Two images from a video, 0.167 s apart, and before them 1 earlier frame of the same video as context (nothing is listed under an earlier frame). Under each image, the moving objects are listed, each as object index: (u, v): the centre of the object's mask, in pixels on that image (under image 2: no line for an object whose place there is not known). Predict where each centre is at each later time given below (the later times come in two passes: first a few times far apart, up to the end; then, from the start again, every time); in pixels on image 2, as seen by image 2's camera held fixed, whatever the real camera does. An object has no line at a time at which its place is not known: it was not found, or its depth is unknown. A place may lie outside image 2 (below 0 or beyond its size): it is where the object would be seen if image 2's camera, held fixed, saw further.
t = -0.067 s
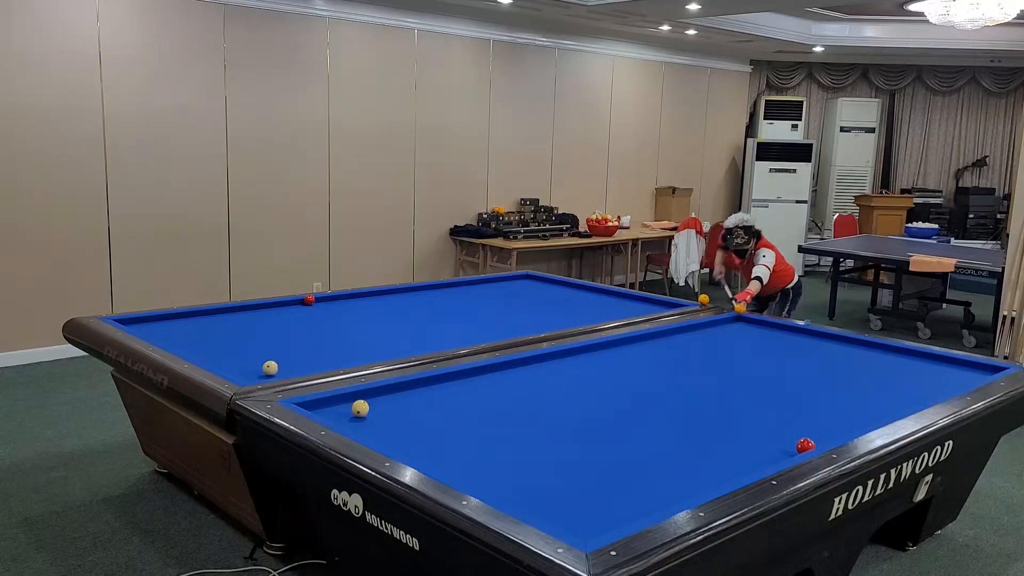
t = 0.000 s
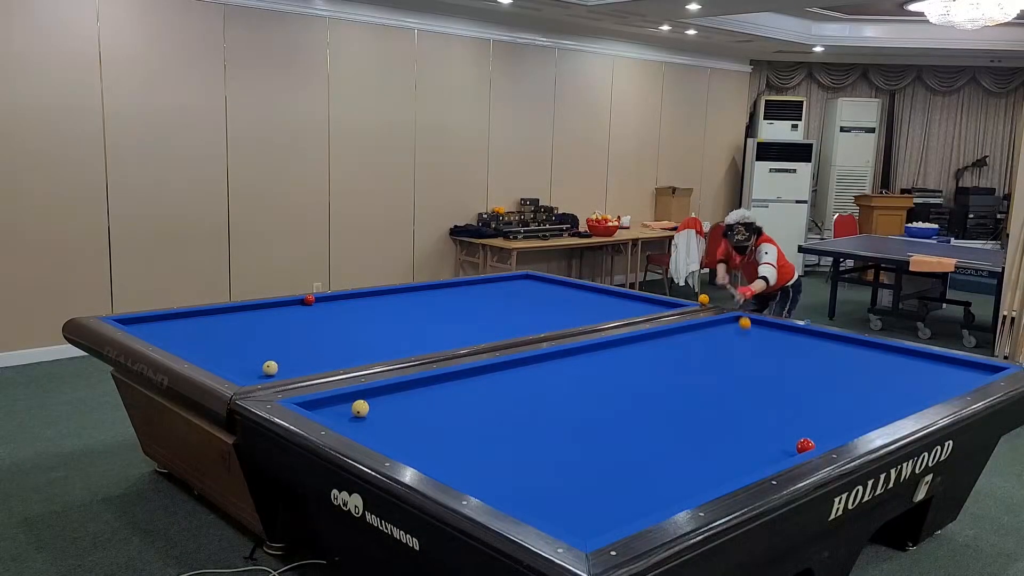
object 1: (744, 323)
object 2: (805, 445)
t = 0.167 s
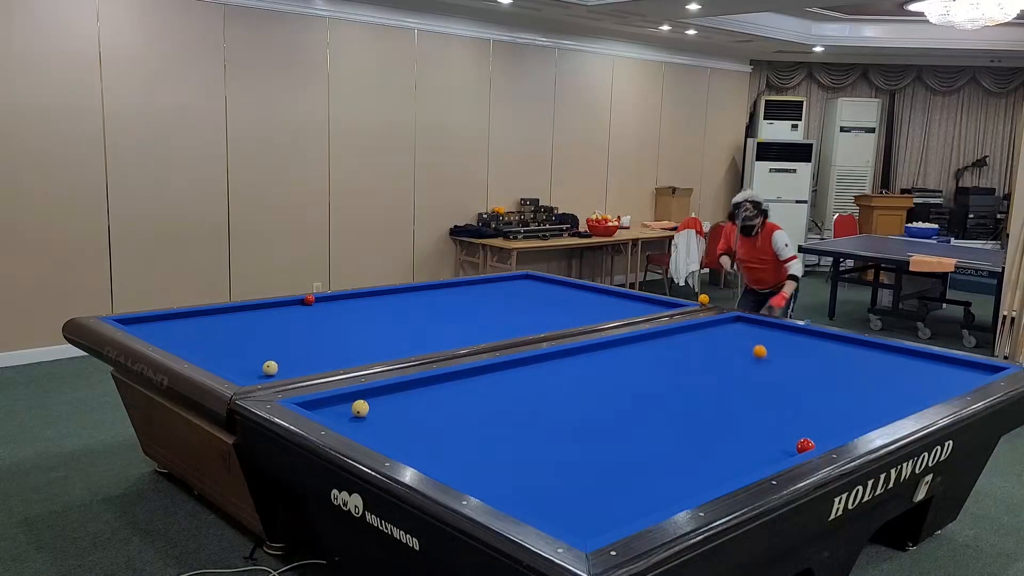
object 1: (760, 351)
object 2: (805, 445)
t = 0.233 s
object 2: (805, 445)
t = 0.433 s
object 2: (804, 445)
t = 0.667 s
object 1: (798, 439)
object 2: (732, 455)
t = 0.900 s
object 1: (760, 436)
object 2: (596, 468)
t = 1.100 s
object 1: (731, 436)
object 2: (487, 478)
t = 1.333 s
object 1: (698, 436)
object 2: (489, 454)
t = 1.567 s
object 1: (666, 436)
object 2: (507, 429)
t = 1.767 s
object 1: (639, 437)
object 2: (515, 412)
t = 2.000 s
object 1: (608, 437)
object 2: (524, 394)
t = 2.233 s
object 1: (577, 437)
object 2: (532, 380)
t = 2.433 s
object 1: (552, 437)
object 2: (537, 368)
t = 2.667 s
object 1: (522, 438)
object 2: (545, 357)
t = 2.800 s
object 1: (505, 438)
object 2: (567, 357)
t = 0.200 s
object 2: (805, 445)
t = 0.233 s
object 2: (805, 445)
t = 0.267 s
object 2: (804, 445)
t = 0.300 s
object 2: (805, 445)
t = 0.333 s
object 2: (804, 445)
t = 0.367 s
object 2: (804, 445)
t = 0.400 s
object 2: (804, 445)
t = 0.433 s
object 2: (804, 445)
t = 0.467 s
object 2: (804, 445)
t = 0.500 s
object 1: (801, 428)
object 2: (804, 445)
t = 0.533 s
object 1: (807, 435)
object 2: (804, 445)
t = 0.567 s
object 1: (814, 441)
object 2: (792, 449)
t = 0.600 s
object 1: (810, 441)
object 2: (773, 451)
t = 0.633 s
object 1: (804, 441)
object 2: (752, 454)
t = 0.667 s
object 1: (798, 439)
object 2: (732, 455)
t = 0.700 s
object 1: (792, 438)
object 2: (712, 457)
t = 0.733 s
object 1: (786, 437)
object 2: (692, 459)
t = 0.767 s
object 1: (780, 437)
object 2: (673, 461)
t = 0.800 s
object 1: (774, 437)
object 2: (654, 463)
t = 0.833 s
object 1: (769, 436)
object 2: (634, 464)
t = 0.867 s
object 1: (764, 436)
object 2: (615, 466)
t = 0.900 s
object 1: (760, 436)
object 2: (596, 468)
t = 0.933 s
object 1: (755, 436)
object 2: (577, 469)
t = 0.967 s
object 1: (750, 436)
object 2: (559, 471)
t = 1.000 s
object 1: (745, 436)
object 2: (541, 473)
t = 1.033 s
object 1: (740, 436)
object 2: (522, 475)
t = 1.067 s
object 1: (736, 436)
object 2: (505, 477)
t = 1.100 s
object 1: (731, 436)
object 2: (487, 478)
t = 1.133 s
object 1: (726, 436)
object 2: (470, 478)
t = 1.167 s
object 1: (721, 436)
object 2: (463, 476)
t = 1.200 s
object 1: (717, 436)
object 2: (469, 473)
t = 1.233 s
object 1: (712, 436)
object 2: (475, 467)
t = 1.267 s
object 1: (707, 436)
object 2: (480, 462)
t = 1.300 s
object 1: (703, 436)
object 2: (485, 458)
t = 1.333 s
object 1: (698, 436)
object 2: (489, 454)
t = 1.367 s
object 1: (693, 436)
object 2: (493, 450)
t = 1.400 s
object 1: (689, 436)
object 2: (496, 446)
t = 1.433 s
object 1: (684, 436)
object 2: (499, 442)
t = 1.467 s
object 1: (679, 436)
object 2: (502, 438)
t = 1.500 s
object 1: (675, 436)
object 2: (503, 435)
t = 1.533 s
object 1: (670, 436)
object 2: (505, 432)
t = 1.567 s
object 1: (666, 436)
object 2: (507, 429)
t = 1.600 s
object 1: (661, 436)
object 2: (508, 426)
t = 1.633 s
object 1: (657, 437)
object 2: (510, 423)
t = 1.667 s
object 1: (652, 437)
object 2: (511, 420)
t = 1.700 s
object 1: (648, 436)
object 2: (512, 417)
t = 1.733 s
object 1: (643, 437)
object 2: (514, 415)
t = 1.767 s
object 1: (639, 437)
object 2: (515, 412)
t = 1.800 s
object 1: (634, 436)
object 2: (517, 409)
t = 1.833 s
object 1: (630, 436)
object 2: (518, 407)
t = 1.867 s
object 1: (625, 437)
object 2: (519, 404)
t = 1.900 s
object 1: (621, 437)
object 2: (520, 402)
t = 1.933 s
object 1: (617, 437)
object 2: (522, 400)
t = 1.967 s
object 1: (612, 437)
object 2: (523, 397)
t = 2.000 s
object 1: (608, 437)
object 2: (524, 394)
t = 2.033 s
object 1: (603, 437)
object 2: (525, 392)
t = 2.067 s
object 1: (599, 437)
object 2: (526, 390)
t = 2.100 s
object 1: (594, 437)
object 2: (527, 388)
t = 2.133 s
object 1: (590, 437)
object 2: (528, 386)
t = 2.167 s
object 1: (586, 437)
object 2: (529, 384)
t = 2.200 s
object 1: (581, 437)
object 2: (531, 382)
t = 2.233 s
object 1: (577, 437)
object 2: (532, 380)
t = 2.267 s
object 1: (573, 437)
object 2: (533, 378)
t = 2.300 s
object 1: (568, 437)
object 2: (534, 376)
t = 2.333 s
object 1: (564, 437)
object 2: (535, 374)
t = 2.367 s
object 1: (560, 437)
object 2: (536, 372)
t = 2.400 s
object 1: (556, 437)
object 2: (537, 370)
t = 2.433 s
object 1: (552, 437)
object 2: (537, 368)
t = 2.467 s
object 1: (547, 437)
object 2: (538, 366)
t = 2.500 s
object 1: (543, 438)
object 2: (539, 365)
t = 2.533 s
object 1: (539, 438)
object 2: (540, 363)
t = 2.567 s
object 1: (535, 438)
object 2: (541, 361)
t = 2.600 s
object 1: (530, 438)
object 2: (542, 360)
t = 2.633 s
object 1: (526, 438)
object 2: (542, 358)
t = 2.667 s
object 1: (522, 438)
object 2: (545, 357)
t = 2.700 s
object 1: (518, 438)
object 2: (551, 357)
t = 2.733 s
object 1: (514, 438)
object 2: (557, 357)
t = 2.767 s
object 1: (510, 438)
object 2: (562, 357)
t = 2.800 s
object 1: (505, 438)
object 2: (567, 357)
